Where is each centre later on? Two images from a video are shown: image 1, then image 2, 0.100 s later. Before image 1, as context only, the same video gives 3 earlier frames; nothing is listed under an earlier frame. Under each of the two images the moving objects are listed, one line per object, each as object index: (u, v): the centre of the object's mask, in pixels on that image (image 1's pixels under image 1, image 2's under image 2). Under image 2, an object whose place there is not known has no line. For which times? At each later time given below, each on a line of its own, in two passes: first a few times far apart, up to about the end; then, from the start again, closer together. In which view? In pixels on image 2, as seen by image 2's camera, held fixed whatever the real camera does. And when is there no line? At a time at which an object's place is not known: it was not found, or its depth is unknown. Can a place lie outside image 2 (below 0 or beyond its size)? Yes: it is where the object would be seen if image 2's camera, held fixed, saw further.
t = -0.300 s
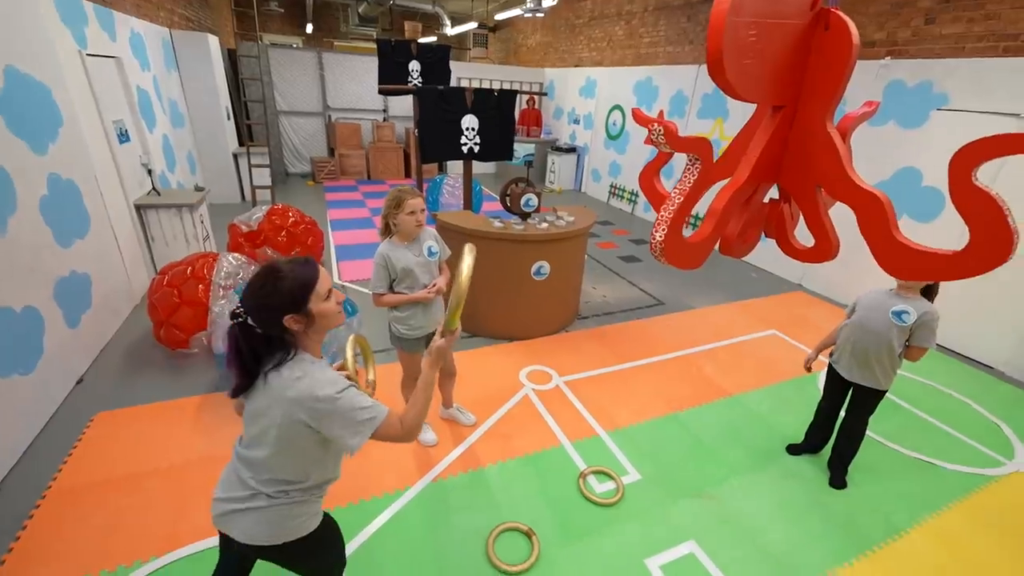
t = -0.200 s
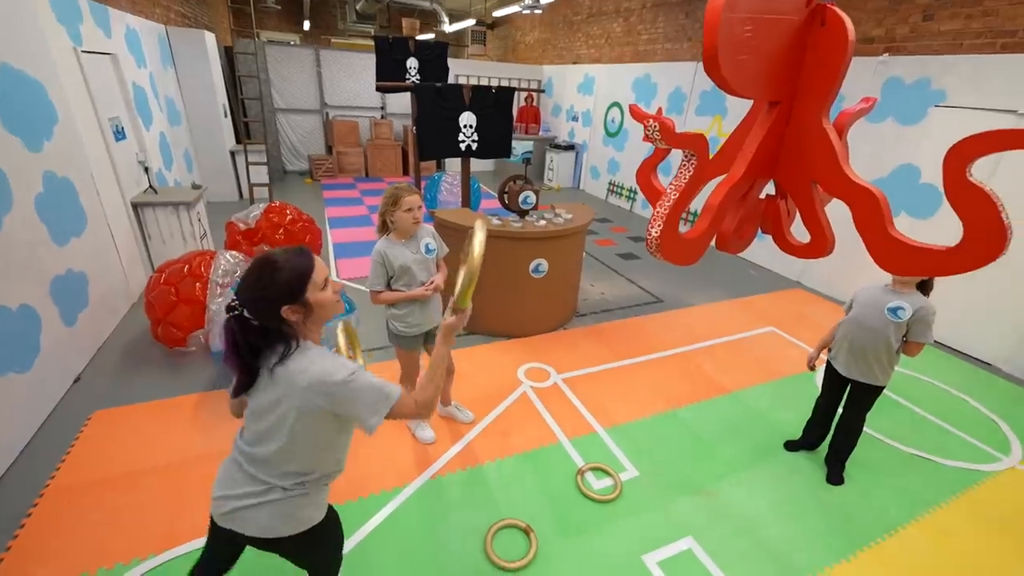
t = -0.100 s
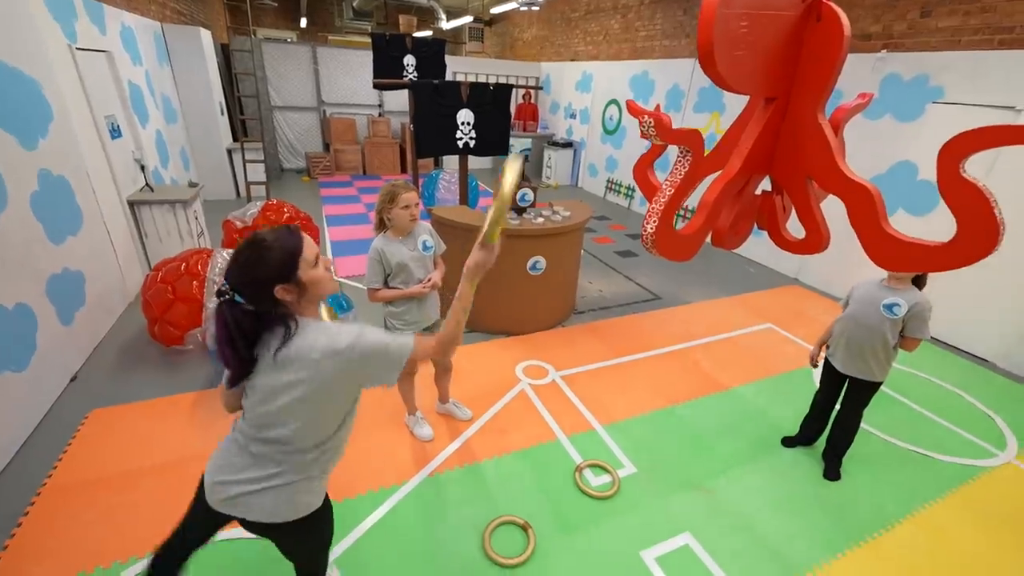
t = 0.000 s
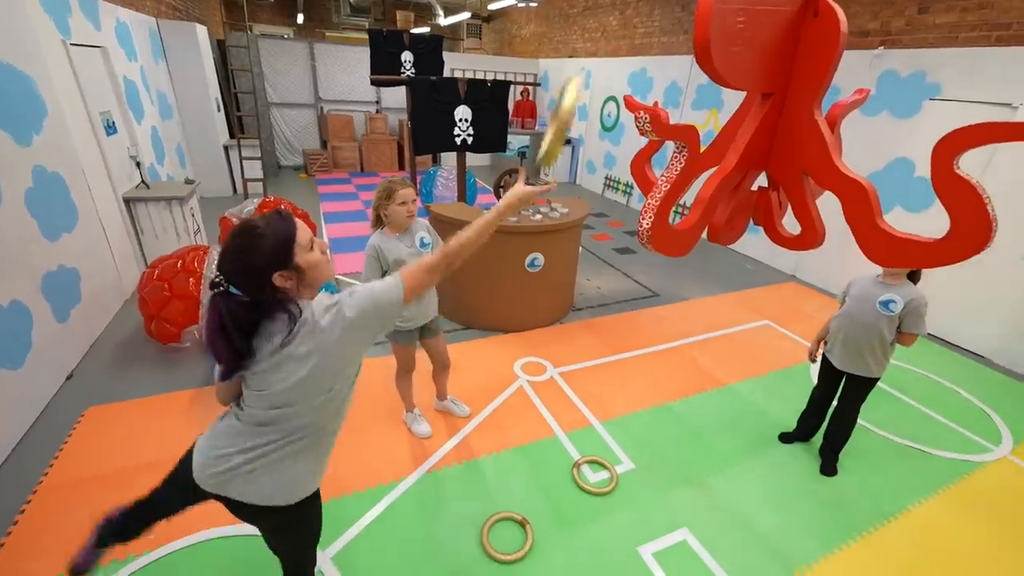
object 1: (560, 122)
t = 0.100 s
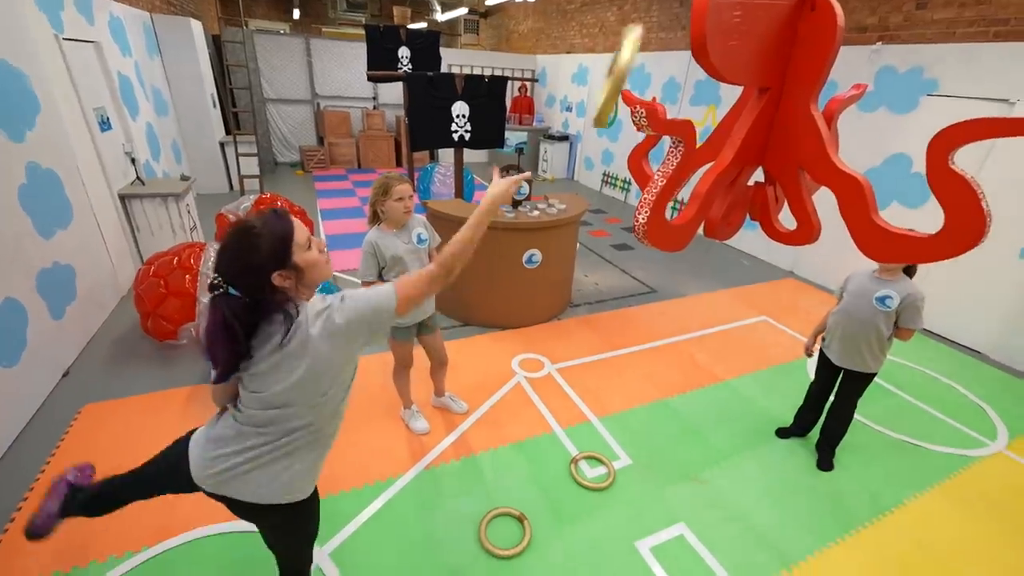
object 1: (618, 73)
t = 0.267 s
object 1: (668, 99)
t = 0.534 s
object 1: (674, 224)
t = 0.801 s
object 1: (648, 454)
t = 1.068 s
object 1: (681, 532)
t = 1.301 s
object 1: (751, 496)
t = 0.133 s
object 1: (636, 69)
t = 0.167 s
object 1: (649, 69)
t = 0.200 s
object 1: (659, 75)
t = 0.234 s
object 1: (664, 86)
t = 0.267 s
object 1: (668, 99)
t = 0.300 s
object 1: (669, 113)
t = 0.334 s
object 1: (670, 125)
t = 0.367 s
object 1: (672, 135)
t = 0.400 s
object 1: (673, 146)
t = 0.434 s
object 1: (675, 159)
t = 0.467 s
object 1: (675, 183)
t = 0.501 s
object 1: (676, 204)
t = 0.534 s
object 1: (674, 224)
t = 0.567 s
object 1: (673, 248)
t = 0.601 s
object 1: (670, 273)
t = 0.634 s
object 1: (666, 301)
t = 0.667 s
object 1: (662, 335)
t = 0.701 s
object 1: (657, 365)
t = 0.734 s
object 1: (654, 395)
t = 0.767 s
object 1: (651, 424)
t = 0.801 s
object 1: (648, 454)
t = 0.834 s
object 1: (646, 485)
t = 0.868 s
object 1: (642, 514)
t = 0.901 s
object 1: (638, 542)
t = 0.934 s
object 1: (631, 569)
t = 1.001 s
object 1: (632, 561)
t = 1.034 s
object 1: (680, 538)
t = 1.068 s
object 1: (681, 532)
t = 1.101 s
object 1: (696, 520)
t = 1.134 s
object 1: (708, 511)
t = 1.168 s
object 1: (719, 505)
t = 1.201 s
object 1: (729, 501)
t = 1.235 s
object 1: (737, 498)
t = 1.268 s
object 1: (743, 496)
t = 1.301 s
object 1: (751, 496)
